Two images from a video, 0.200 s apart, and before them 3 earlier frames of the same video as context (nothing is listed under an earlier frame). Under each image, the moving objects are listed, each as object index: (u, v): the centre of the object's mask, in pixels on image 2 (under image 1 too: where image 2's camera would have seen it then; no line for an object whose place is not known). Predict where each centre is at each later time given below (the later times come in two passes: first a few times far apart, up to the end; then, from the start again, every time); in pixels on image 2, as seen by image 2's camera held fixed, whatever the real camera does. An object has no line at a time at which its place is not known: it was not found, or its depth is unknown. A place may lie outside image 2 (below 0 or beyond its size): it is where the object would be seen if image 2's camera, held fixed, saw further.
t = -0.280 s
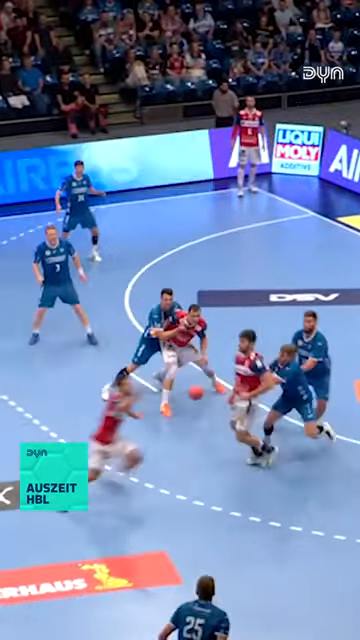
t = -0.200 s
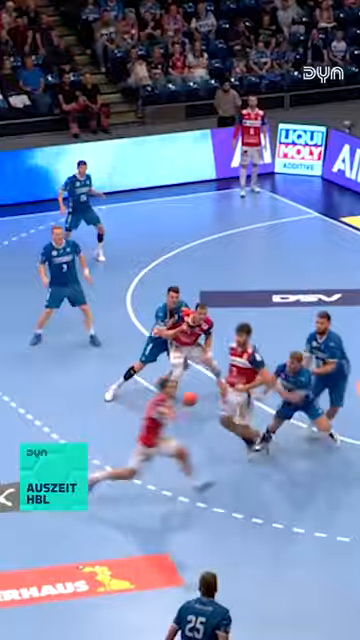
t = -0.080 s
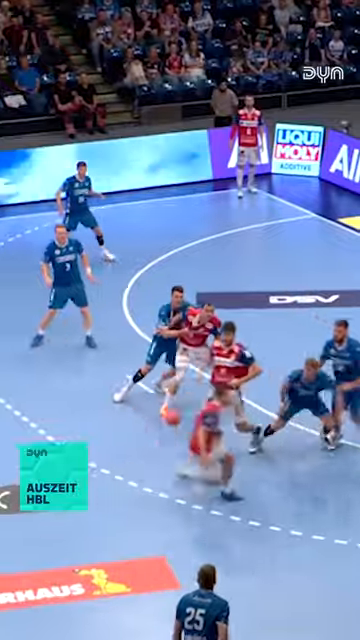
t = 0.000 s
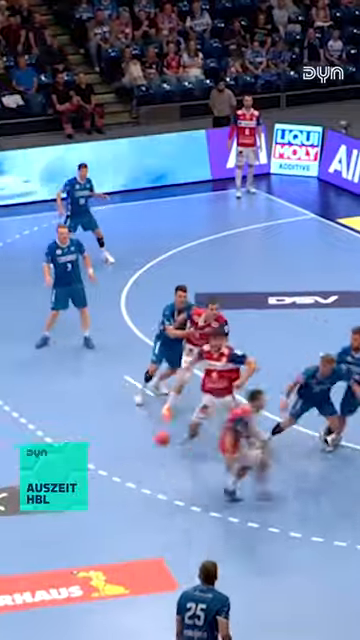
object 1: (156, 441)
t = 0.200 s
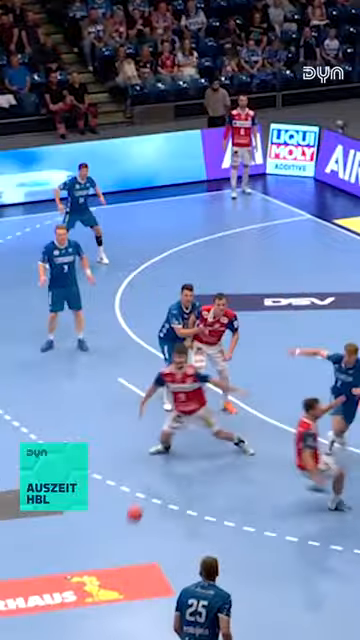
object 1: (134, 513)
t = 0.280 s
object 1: (125, 553)
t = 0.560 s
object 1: (88, 581)
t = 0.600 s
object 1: (82, 577)
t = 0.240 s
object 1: (130, 532)
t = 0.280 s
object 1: (125, 553)
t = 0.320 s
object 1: (122, 577)
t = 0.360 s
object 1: (117, 598)
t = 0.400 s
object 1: (112, 609)
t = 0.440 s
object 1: (106, 600)
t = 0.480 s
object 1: (100, 592)
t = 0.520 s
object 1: (95, 585)
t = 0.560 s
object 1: (88, 581)
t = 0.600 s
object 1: (82, 577)
